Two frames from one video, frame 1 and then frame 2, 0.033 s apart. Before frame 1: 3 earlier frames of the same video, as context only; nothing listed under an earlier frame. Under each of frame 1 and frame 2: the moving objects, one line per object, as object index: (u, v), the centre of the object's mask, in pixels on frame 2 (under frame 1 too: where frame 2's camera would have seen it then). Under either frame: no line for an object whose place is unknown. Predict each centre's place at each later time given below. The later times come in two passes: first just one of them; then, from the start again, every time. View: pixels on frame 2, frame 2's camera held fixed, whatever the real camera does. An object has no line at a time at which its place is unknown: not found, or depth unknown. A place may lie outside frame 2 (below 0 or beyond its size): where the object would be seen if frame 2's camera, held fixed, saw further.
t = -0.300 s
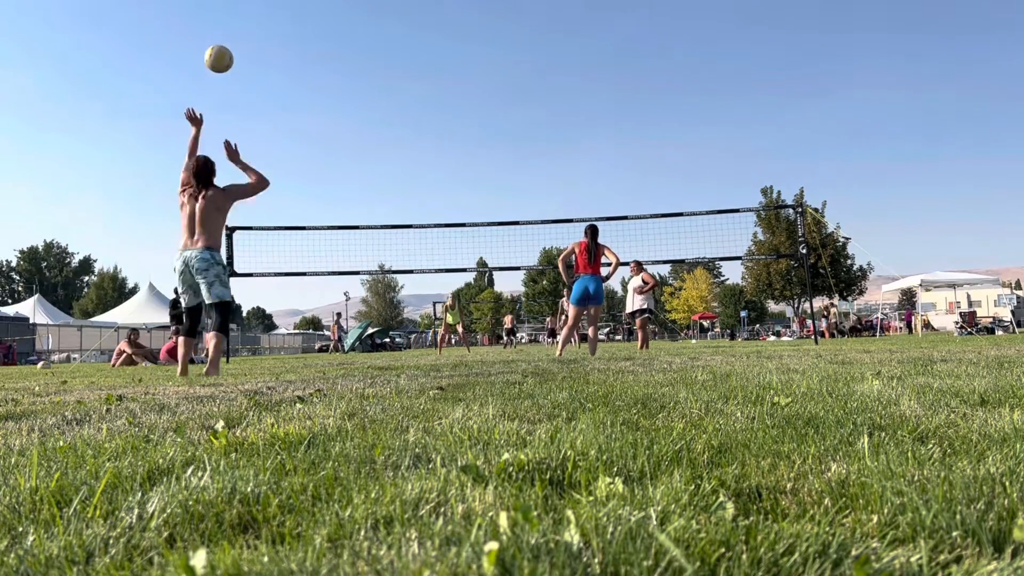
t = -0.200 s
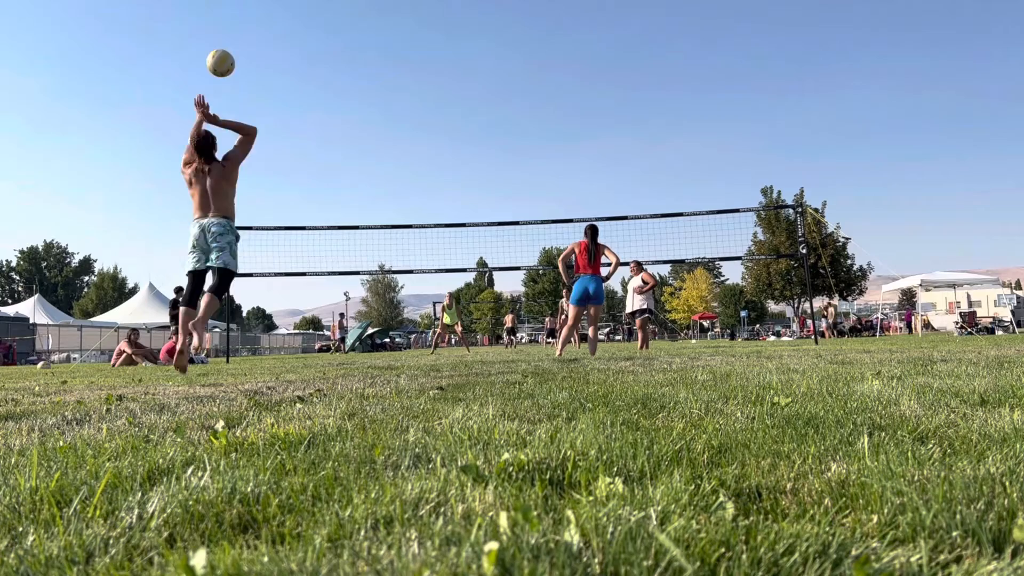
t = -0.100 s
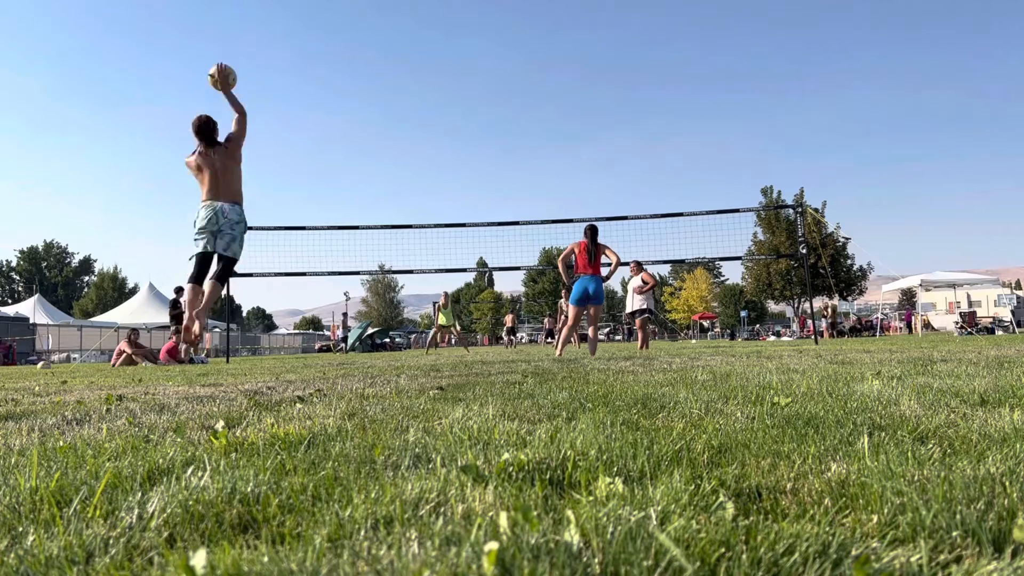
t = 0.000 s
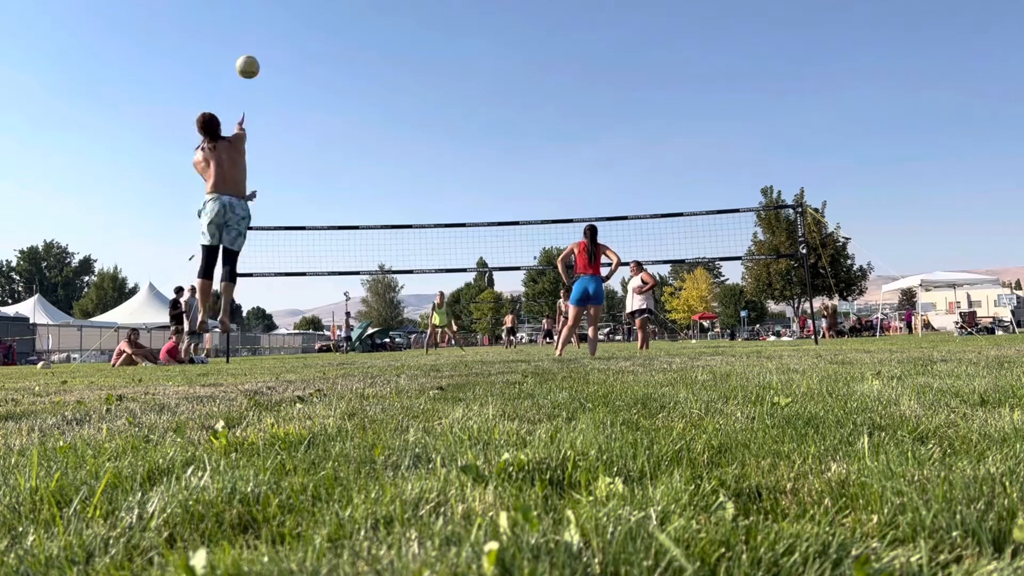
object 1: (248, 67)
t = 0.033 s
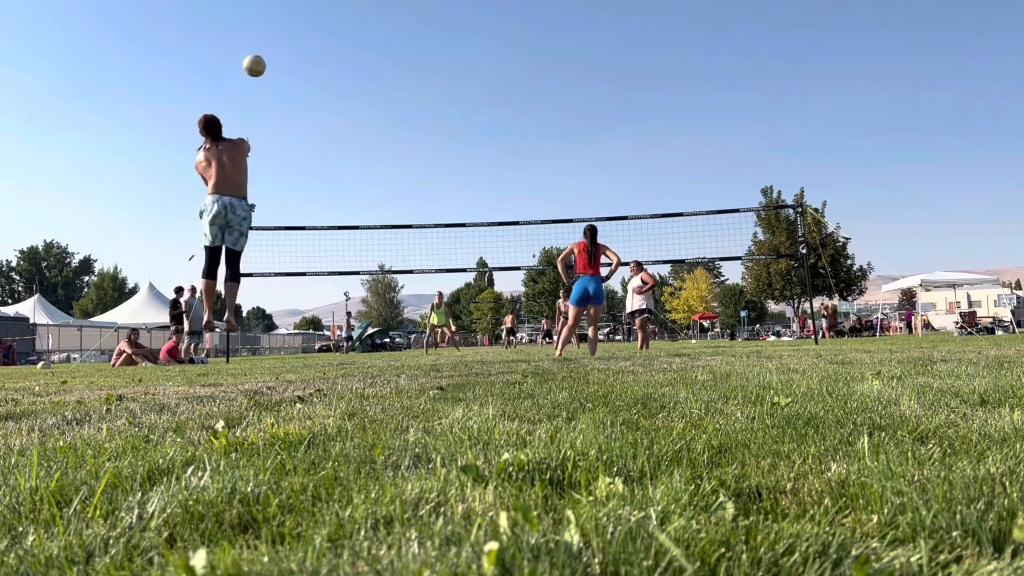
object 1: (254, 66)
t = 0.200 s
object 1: (281, 75)
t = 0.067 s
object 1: (260, 66)
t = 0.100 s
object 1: (266, 67)
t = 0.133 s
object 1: (271, 69)
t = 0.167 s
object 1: (276, 72)
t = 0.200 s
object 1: (281, 75)
